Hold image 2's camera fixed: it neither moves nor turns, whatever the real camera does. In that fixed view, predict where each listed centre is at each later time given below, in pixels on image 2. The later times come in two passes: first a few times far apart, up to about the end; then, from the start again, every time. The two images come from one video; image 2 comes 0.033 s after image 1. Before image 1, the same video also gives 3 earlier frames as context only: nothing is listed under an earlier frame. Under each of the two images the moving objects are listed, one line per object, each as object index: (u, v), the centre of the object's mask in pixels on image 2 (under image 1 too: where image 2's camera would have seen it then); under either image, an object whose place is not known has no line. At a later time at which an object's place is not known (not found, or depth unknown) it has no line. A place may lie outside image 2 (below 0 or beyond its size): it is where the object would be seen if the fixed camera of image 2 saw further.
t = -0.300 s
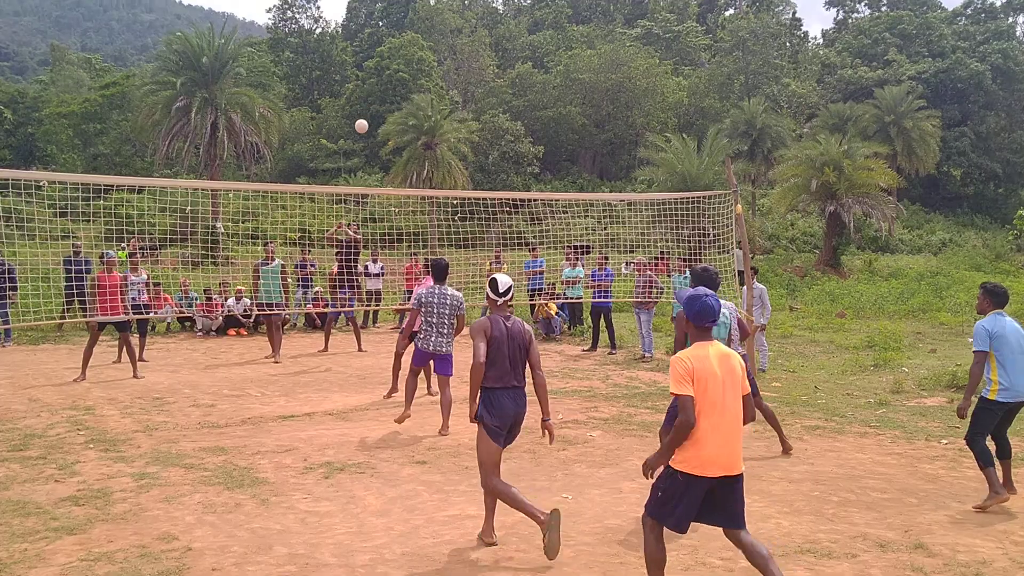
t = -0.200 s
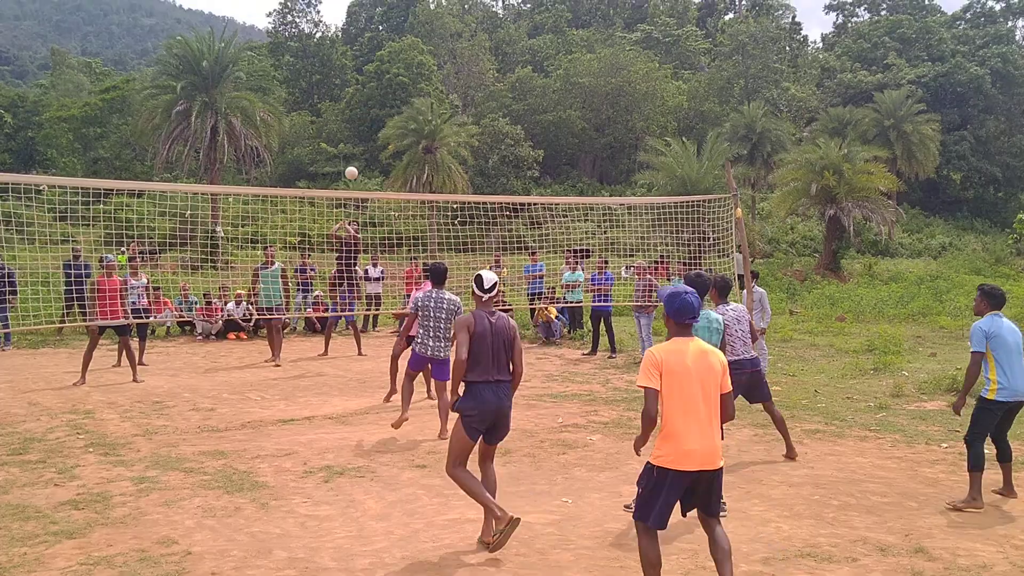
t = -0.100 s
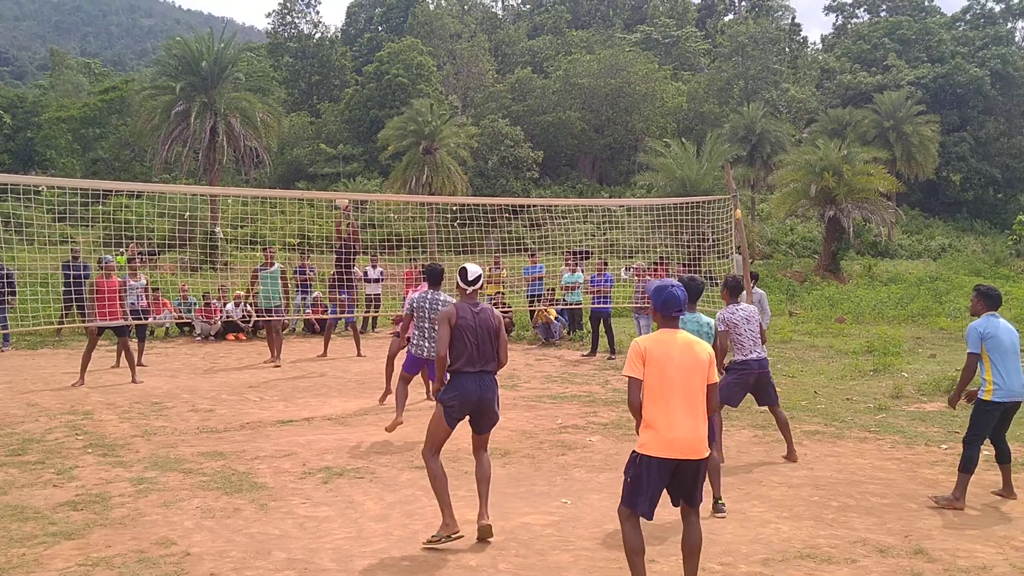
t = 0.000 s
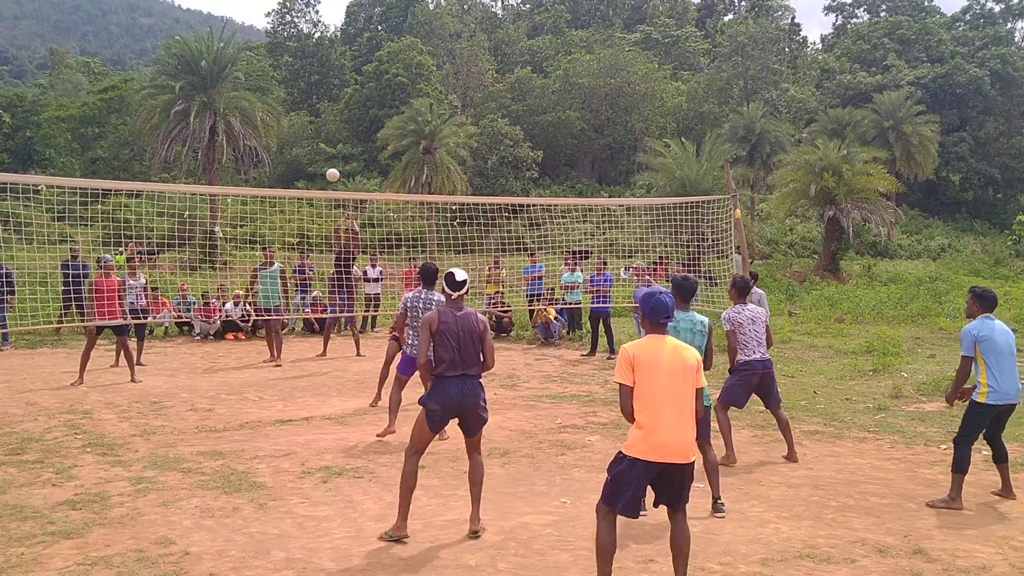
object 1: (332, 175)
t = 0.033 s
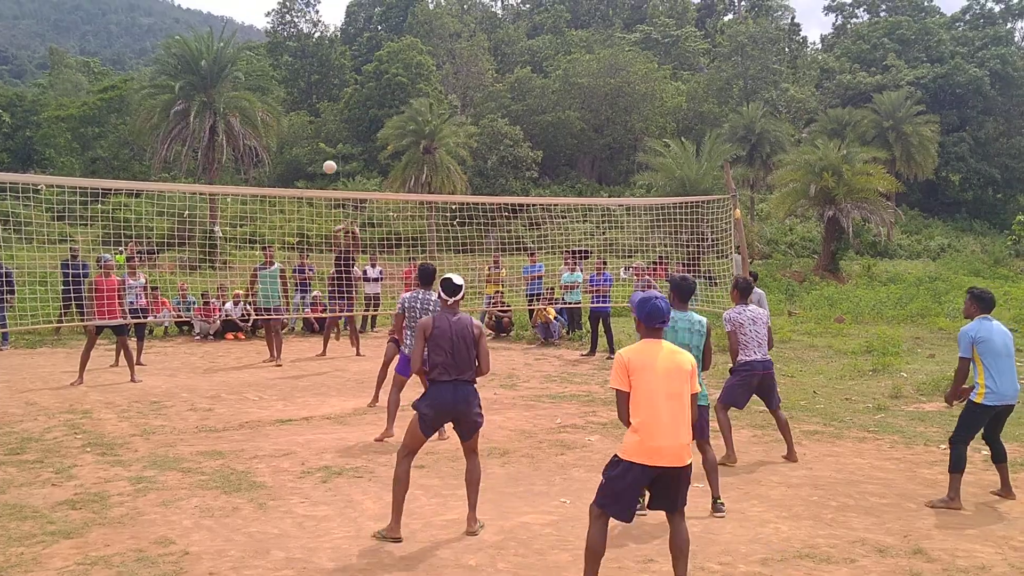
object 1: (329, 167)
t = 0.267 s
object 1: (305, 131)
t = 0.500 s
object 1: (275, 137)
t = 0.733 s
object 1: (236, 204)
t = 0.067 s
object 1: (326, 160)
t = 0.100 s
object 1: (323, 153)
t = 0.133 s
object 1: (320, 147)
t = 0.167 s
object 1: (316, 142)
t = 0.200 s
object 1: (313, 138)
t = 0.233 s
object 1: (309, 134)
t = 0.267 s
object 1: (305, 131)
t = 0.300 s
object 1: (301, 129)
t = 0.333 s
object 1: (297, 128)
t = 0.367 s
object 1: (293, 128)
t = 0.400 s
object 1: (289, 128)
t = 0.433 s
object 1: (284, 130)
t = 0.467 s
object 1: (280, 133)
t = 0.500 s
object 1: (275, 137)
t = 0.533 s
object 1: (270, 143)
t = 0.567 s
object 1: (265, 149)
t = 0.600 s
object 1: (260, 157)
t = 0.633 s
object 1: (253, 167)
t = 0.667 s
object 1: (248, 177)
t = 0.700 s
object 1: (242, 190)
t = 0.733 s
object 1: (236, 204)
